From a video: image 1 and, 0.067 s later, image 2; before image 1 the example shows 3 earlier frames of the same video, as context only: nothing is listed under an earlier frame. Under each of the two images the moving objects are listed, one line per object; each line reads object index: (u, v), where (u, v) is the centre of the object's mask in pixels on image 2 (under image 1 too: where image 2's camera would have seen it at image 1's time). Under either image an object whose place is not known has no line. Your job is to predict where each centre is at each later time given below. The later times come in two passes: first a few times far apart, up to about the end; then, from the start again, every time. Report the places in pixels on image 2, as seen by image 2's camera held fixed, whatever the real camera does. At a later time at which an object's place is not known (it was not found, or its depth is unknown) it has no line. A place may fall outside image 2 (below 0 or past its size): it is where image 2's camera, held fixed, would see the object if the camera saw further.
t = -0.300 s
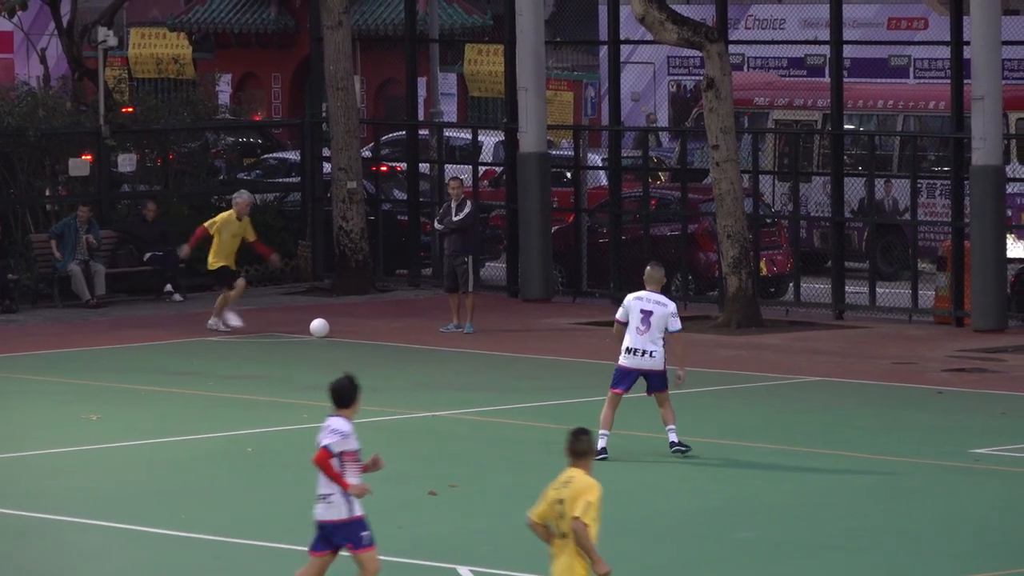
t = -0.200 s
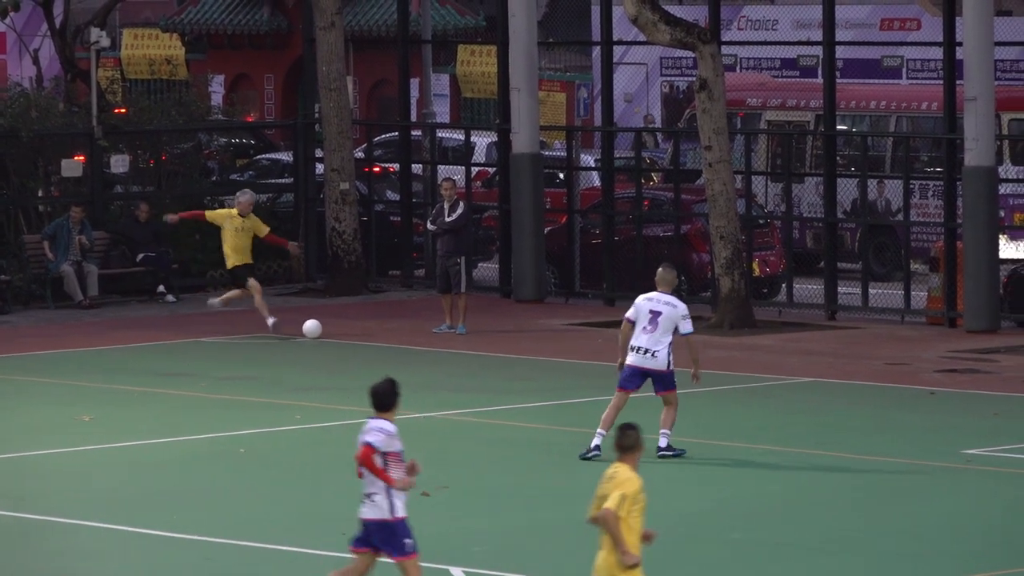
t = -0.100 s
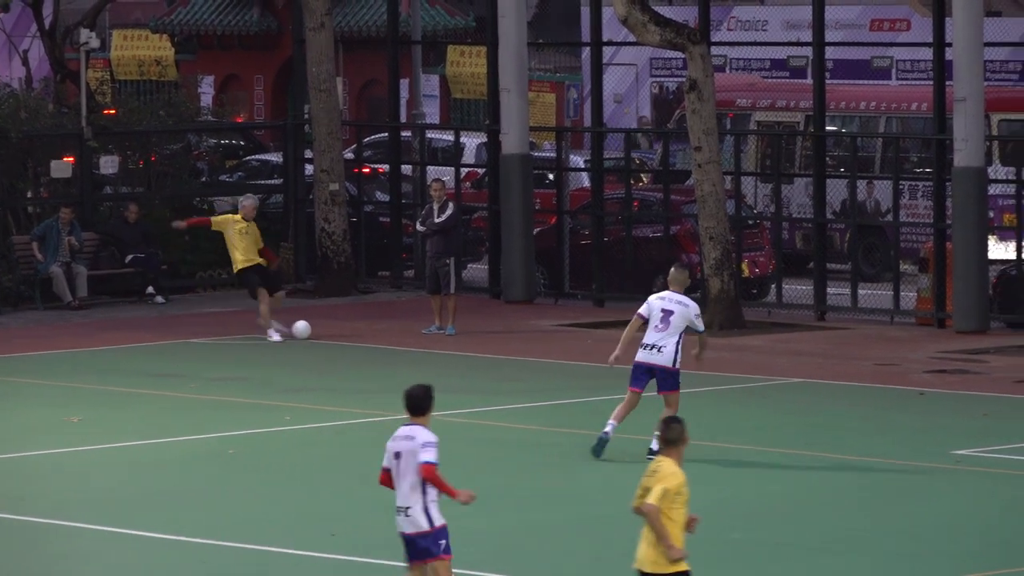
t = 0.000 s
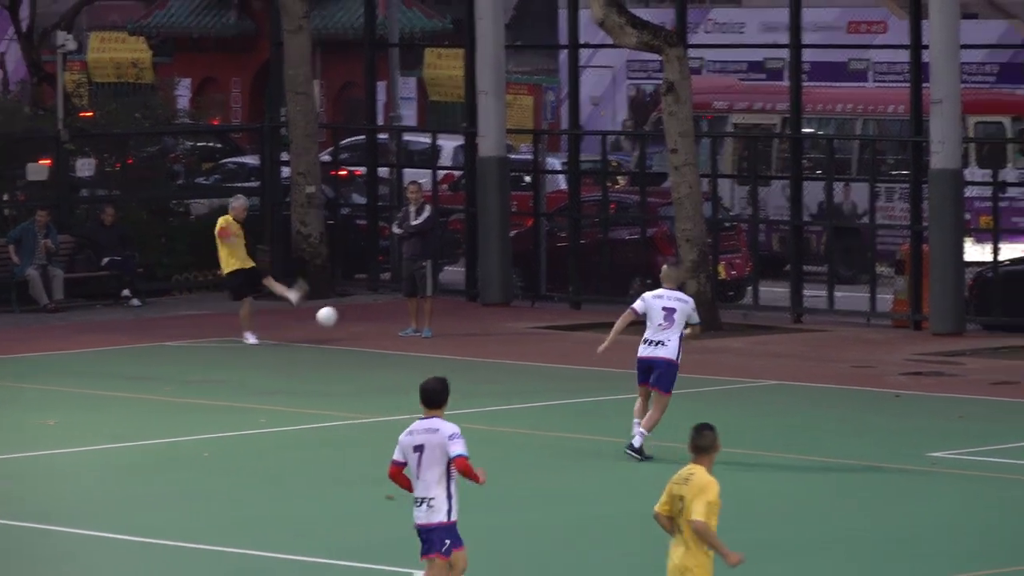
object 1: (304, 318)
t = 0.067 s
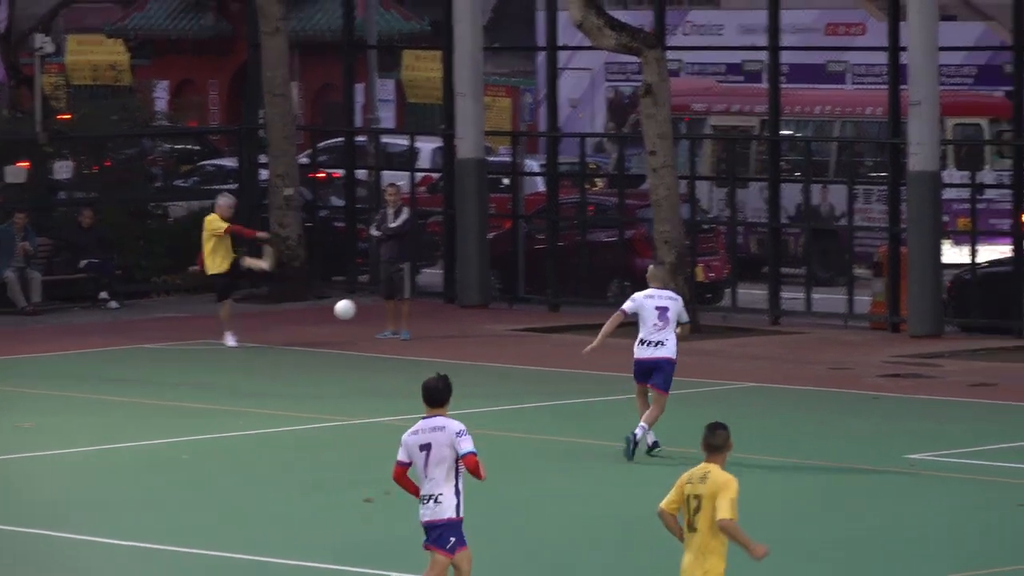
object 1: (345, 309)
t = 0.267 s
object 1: (459, 306)
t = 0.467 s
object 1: (568, 339)
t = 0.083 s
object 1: (354, 307)
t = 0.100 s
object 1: (364, 306)
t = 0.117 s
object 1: (374, 305)
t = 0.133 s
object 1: (383, 304)
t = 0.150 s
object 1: (393, 303)
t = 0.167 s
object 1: (403, 303)
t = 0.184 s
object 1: (412, 302)
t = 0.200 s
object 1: (422, 302)
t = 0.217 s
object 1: (432, 303)
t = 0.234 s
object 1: (441, 303)
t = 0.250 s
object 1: (450, 304)
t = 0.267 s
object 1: (459, 306)
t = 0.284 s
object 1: (469, 306)
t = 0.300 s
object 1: (478, 308)
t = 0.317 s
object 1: (487, 310)
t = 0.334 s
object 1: (496, 311)
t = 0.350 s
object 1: (506, 313)
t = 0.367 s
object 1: (515, 316)
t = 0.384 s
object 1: (524, 319)
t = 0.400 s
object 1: (533, 323)
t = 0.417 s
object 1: (541, 326)
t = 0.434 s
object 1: (550, 330)
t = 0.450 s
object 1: (559, 334)
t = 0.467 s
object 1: (568, 339)
